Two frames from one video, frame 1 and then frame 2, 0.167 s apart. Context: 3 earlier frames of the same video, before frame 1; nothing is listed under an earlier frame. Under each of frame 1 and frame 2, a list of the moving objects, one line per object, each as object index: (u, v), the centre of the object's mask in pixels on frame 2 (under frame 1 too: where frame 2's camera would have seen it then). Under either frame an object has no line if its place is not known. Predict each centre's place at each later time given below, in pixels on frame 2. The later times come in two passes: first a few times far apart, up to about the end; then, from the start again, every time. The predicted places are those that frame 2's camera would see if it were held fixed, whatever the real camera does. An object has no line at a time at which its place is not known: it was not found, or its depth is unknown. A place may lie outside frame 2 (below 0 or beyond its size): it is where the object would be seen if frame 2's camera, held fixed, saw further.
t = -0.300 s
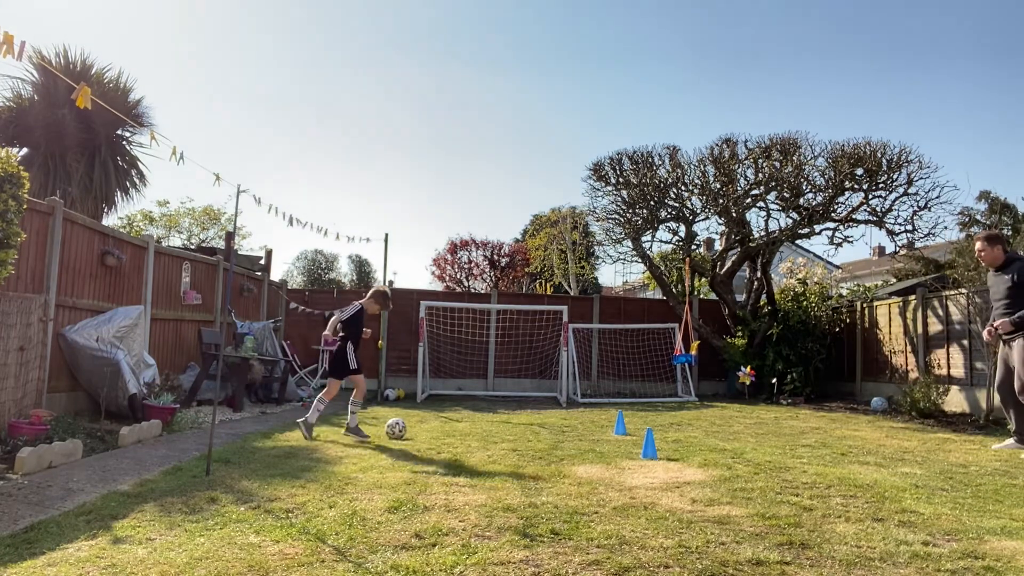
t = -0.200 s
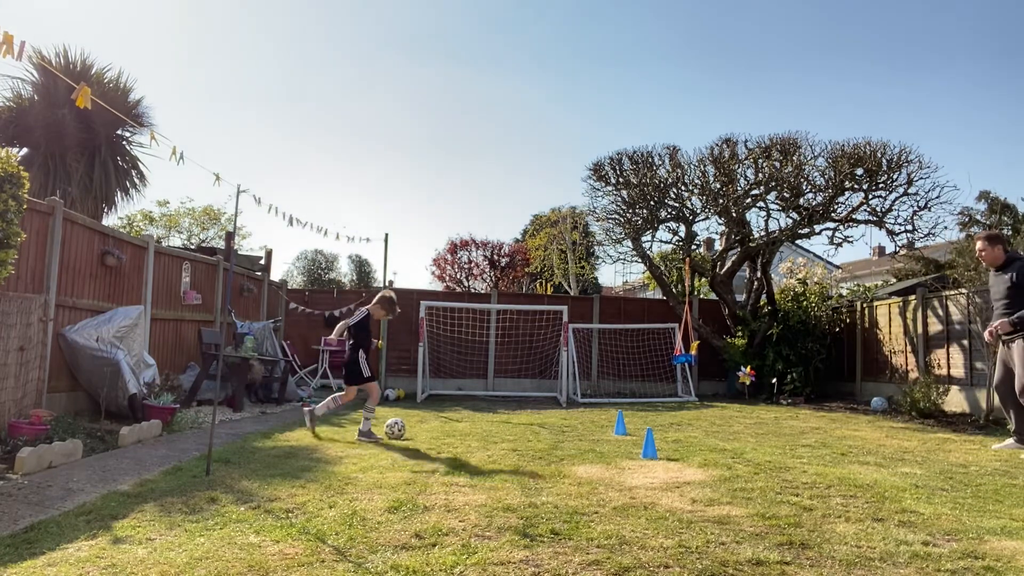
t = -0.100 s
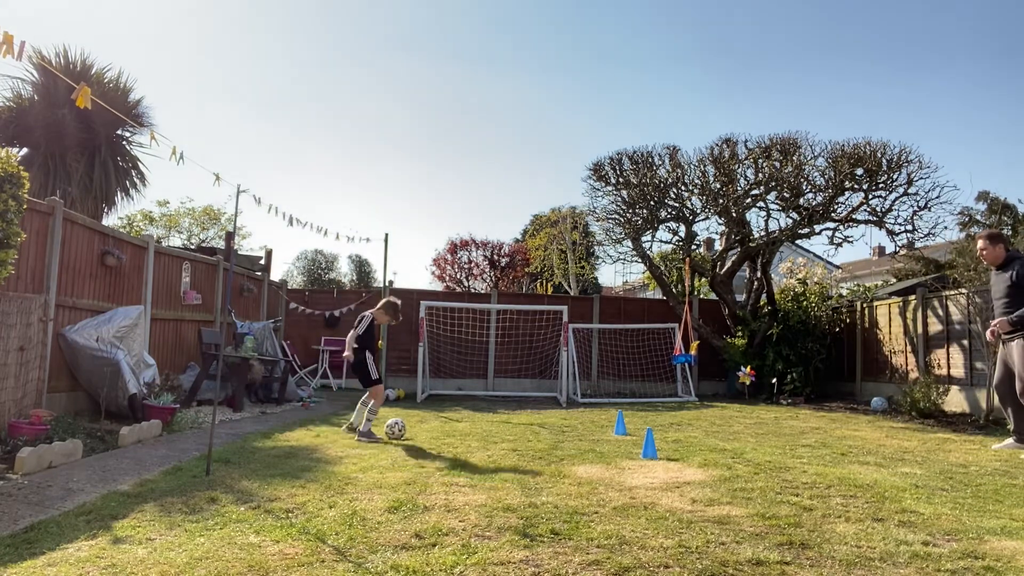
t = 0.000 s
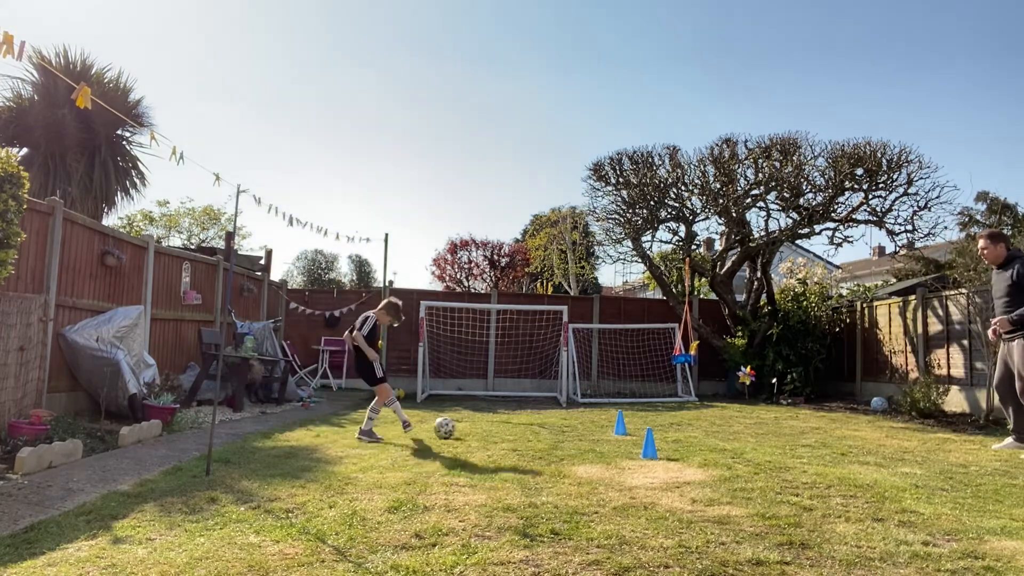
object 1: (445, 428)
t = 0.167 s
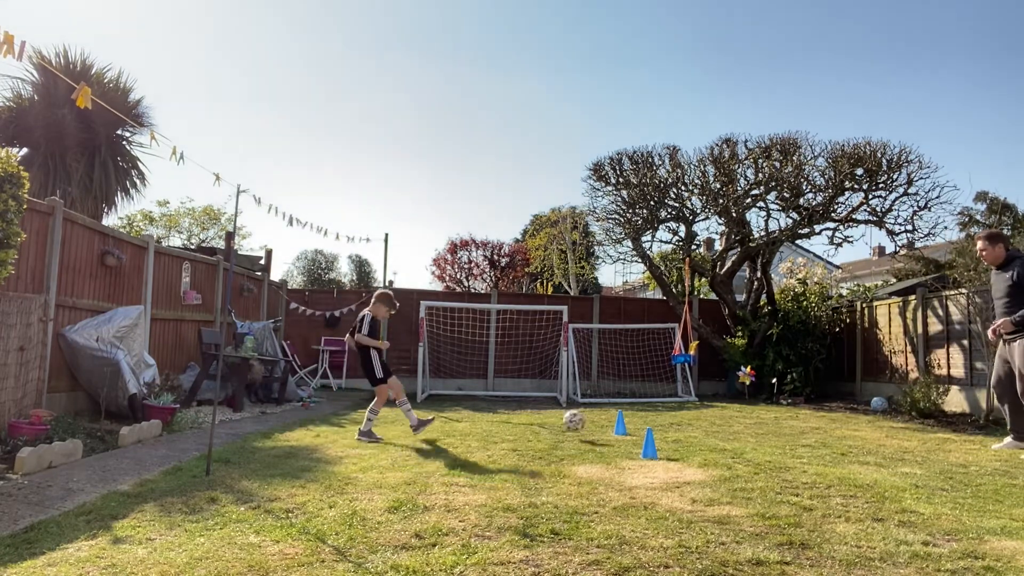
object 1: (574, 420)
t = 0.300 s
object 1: (667, 422)
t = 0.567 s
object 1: (832, 436)
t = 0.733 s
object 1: (931, 433)
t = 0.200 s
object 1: (597, 419)
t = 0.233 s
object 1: (620, 418)
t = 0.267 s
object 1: (644, 419)
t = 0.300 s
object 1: (667, 422)
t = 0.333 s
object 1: (691, 426)
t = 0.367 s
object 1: (714, 432)
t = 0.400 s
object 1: (735, 430)
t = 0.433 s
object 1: (755, 428)
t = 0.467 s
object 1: (774, 428)
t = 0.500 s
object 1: (792, 429)
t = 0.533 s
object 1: (813, 431)
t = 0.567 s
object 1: (832, 436)
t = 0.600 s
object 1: (853, 438)
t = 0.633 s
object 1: (871, 435)
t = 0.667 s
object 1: (891, 432)
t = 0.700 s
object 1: (911, 432)
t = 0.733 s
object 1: (931, 433)
